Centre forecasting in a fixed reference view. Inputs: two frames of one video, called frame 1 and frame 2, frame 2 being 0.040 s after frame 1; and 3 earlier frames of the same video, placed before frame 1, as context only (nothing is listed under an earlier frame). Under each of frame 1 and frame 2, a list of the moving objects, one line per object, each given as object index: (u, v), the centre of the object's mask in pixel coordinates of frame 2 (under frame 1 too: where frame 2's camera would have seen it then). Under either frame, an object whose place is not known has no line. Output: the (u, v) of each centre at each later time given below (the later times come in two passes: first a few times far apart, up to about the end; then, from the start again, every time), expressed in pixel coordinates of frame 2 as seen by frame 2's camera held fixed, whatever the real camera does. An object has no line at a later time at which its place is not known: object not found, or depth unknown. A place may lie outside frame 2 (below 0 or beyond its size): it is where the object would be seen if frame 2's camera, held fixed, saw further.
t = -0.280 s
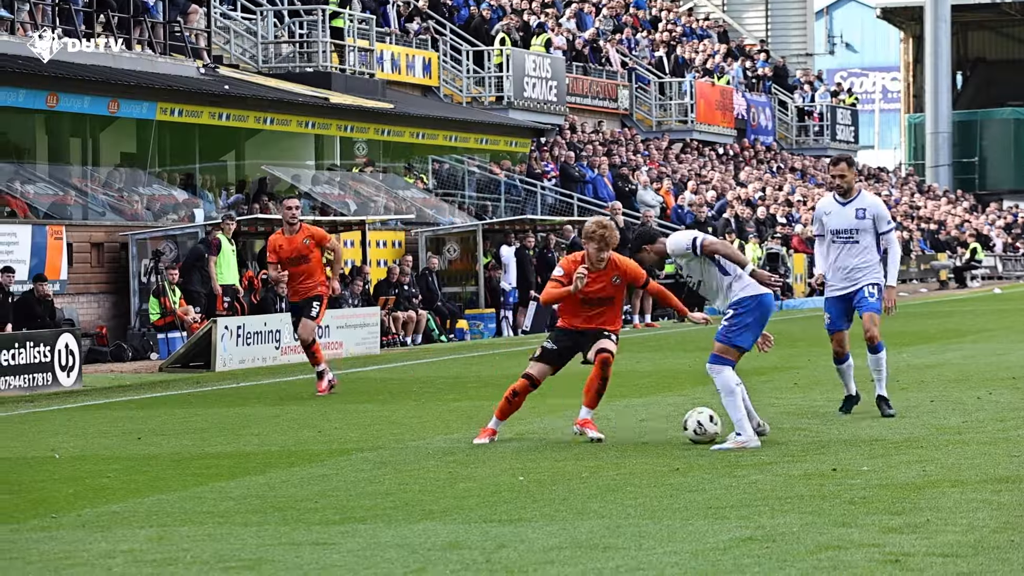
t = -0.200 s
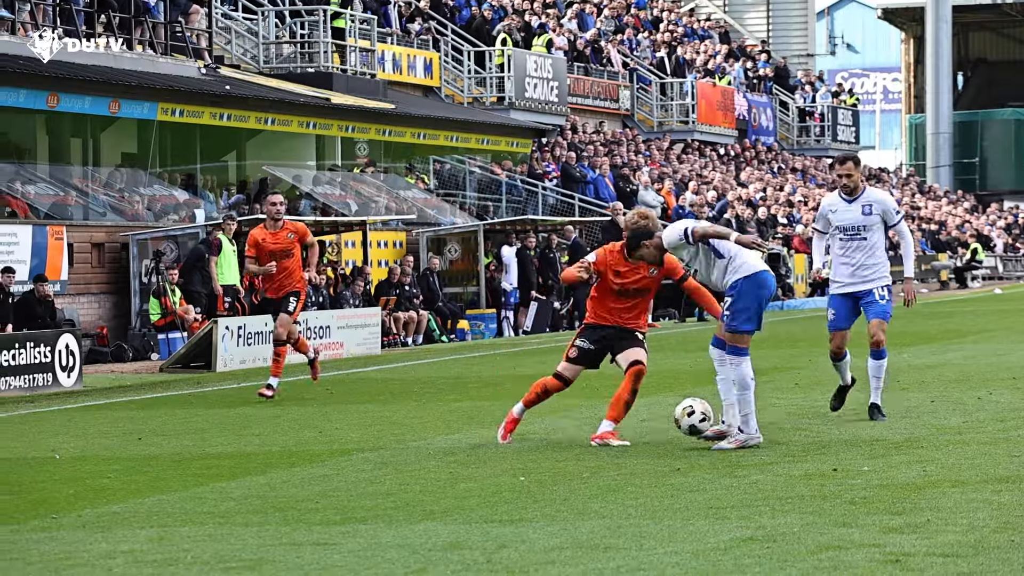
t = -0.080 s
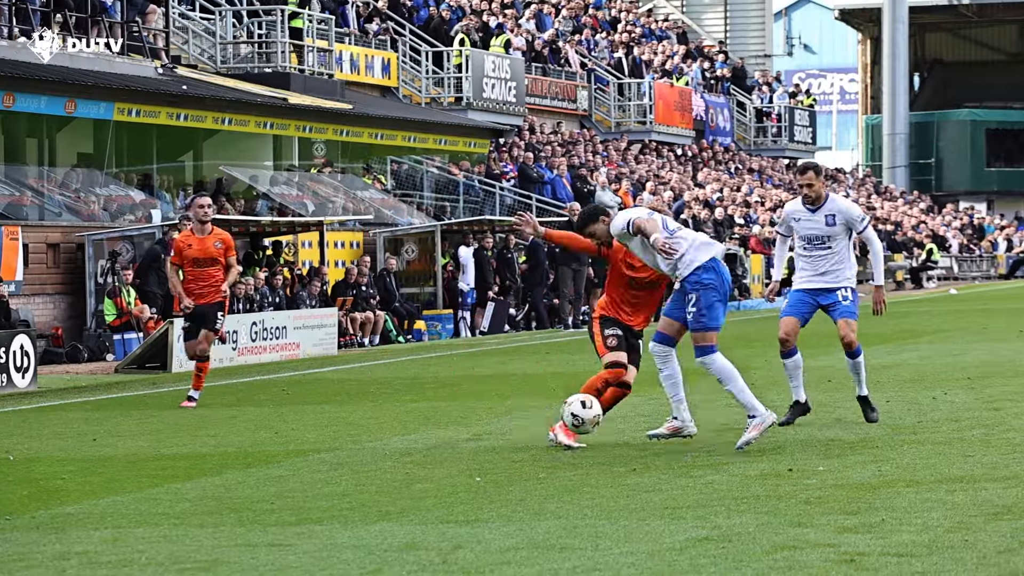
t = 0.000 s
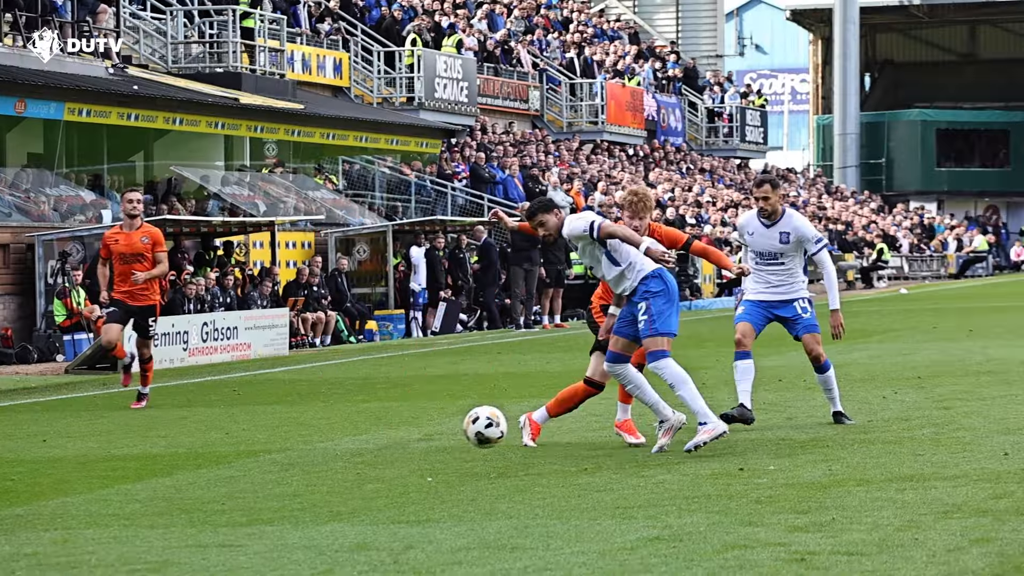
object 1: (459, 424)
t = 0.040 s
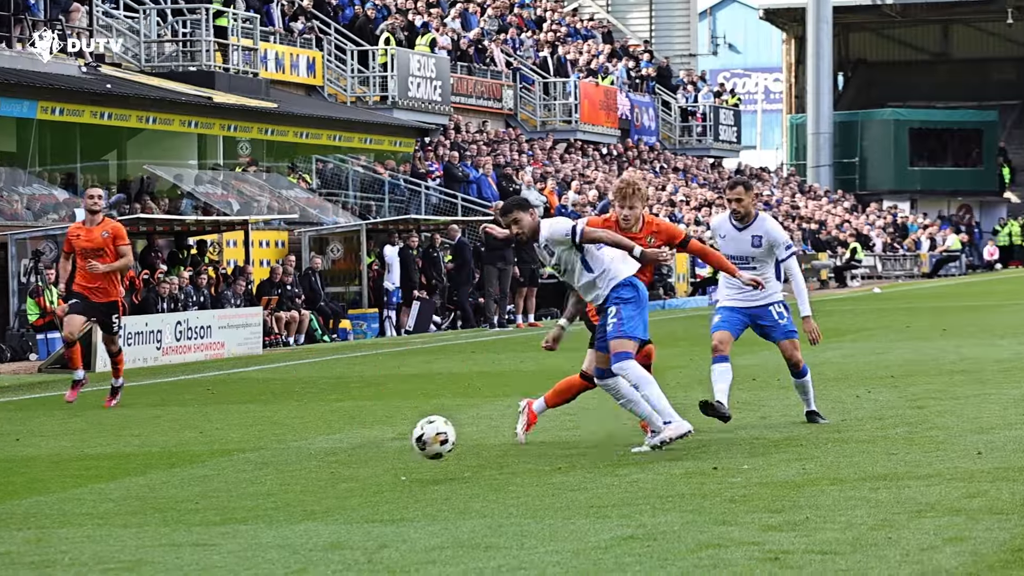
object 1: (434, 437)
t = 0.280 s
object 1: (290, 468)
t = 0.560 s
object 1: (112, 523)
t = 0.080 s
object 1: (409, 454)
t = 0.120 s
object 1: (383, 473)
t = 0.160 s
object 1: (360, 475)
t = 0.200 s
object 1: (337, 470)
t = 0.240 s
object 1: (313, 467)
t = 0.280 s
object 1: (290, 468)
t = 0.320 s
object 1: (265, 474)
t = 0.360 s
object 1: (240, 483)
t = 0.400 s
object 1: (214, 497)
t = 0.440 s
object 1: (186, 514)
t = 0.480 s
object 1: (160, 528)
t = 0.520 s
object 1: (136, 524)
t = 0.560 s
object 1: (112, 523)
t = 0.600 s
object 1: (86, 525)
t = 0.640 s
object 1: (60, 533)
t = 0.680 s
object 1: (34, 545)
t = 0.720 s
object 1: (6, 563)
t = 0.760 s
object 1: (-21, 572)
